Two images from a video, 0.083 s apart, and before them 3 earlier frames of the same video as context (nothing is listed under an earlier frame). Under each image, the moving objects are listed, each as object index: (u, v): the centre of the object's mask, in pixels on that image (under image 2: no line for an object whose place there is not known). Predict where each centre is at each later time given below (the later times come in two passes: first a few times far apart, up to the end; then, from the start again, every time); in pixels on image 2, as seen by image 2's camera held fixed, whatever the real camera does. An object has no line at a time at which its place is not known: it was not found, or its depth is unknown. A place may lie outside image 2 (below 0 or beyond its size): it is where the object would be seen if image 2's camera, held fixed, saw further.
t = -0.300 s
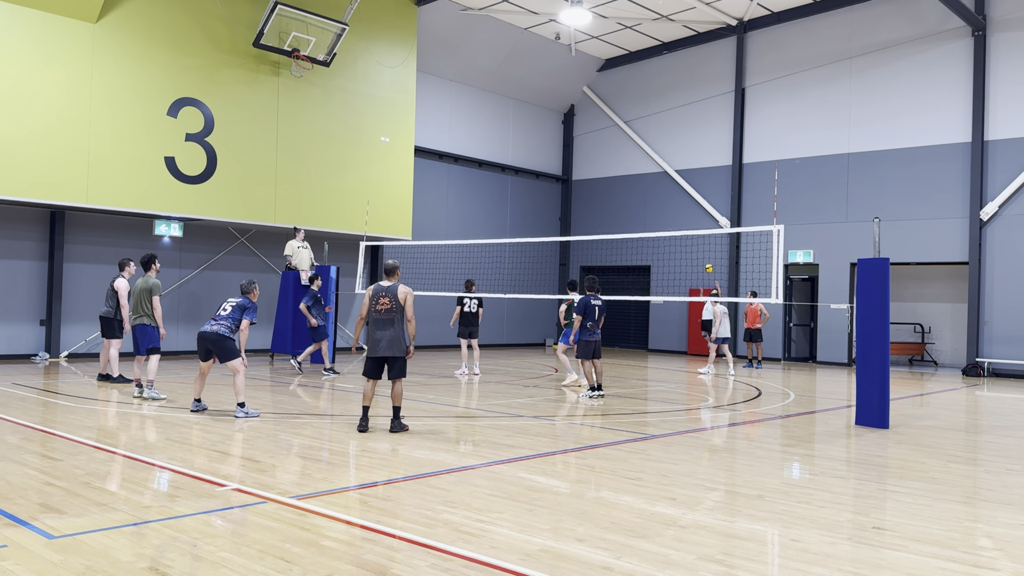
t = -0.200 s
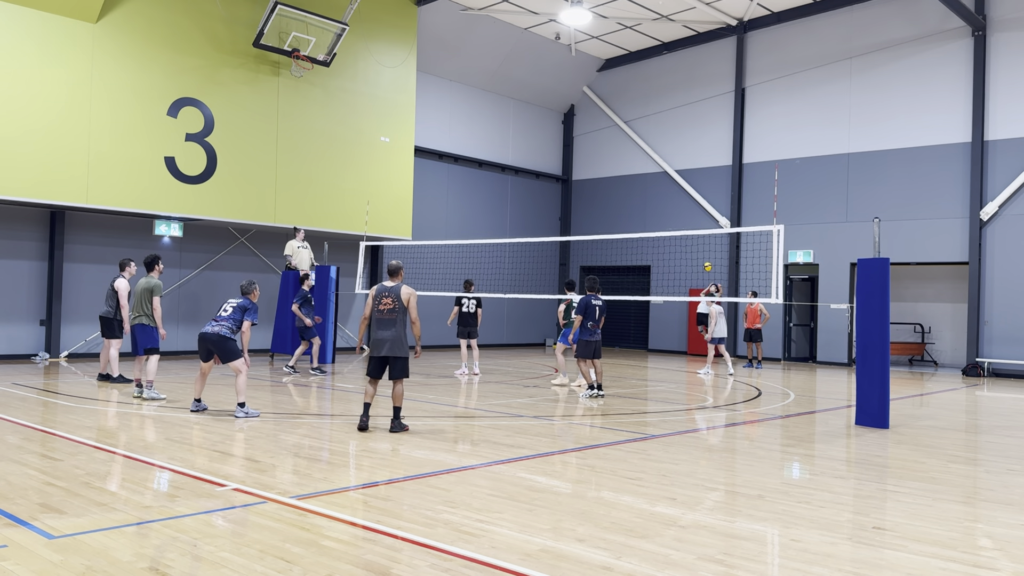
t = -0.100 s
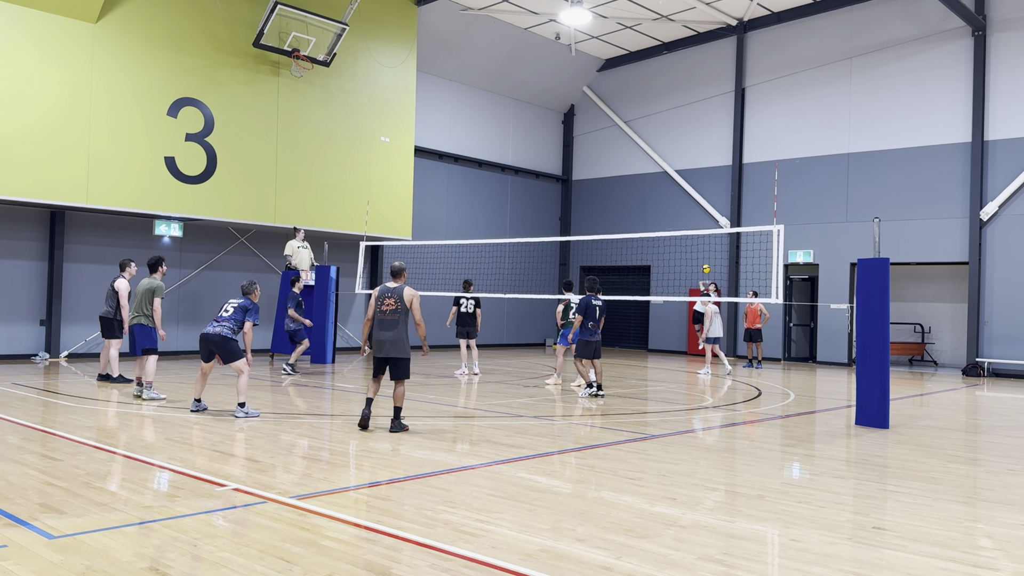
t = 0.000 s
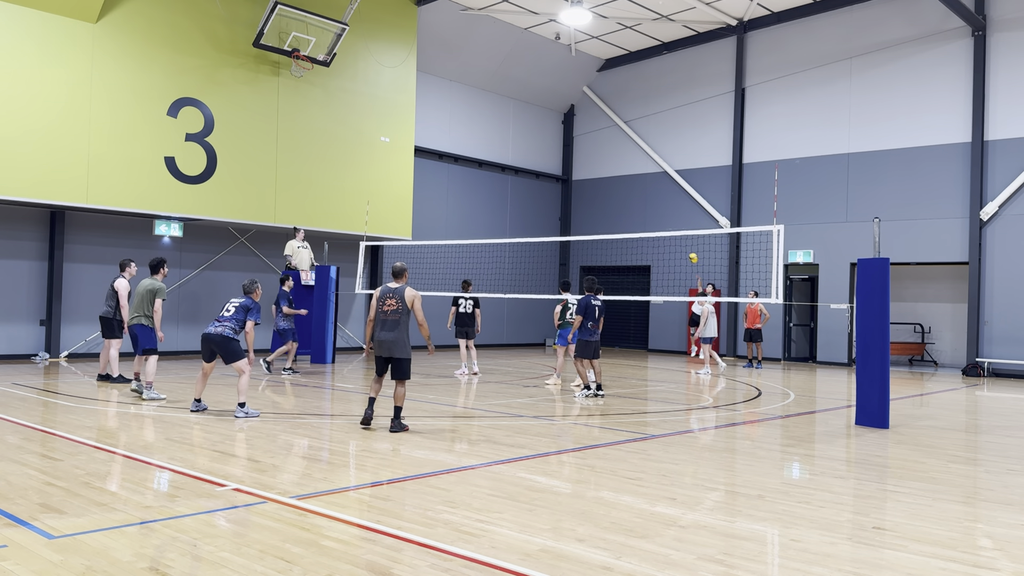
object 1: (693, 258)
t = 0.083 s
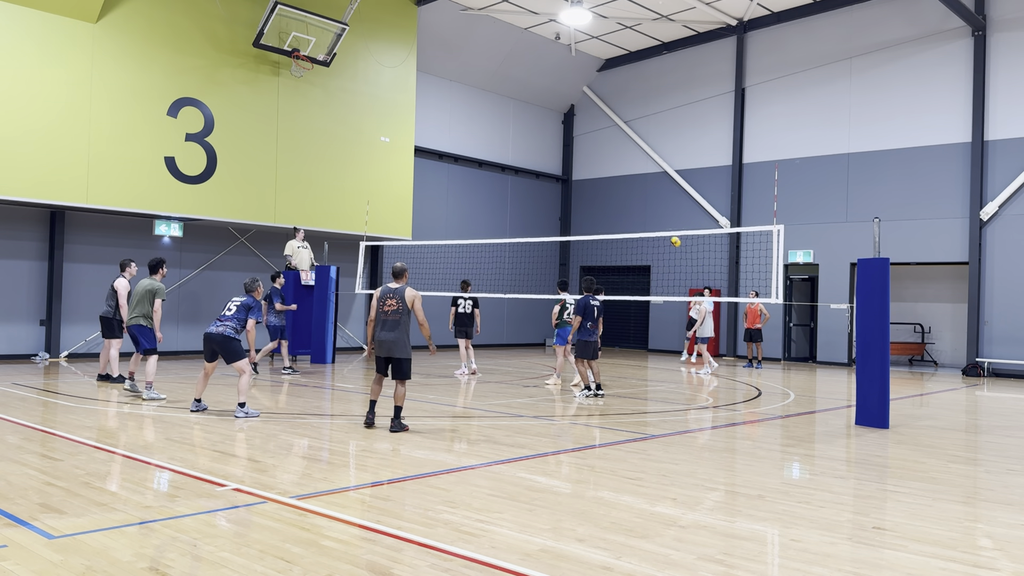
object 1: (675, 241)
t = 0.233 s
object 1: (639, 214)
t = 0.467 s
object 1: (564, 183)
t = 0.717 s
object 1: (450, 190)
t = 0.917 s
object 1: (317, 235)
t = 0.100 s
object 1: (672, 239)
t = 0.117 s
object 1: (668, 236)
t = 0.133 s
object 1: (663, 230)
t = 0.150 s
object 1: (660, 228)
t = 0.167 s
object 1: (656, 226)
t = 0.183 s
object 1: (652, 223)
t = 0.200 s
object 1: (647, 220)
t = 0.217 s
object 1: (643, 217)
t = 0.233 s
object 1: (639, 214)
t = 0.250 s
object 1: (634, 211)
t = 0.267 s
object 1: (630, 208)
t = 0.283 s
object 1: (625, 205)
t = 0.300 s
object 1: (620, 202)
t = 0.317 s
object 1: (615, 200)
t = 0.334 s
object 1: (610, 197)
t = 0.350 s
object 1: (605, 195)
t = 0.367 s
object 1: (599, 193)
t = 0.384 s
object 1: (594, 191)
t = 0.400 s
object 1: (588, 189)
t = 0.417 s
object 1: (582, 187)
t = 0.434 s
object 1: (576, 186)
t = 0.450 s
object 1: (570, 184)
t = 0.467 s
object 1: (564, 183)
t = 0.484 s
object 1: (558, 182)
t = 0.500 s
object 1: (551, 181)
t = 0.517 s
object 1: (544, 180)
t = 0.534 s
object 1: (537, 180)
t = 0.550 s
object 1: (530, 180)
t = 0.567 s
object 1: (523, 180)
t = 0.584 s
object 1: (515, 180)
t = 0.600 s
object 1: (508, 180)
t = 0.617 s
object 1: (500, 181)
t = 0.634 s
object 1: (492, 182)
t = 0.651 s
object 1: (484, 183)
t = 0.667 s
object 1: (476, 184)
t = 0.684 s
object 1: (468, 186)
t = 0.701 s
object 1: (459, 188)
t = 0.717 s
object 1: (450, 190)
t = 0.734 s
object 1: (440, 192)
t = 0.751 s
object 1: (431, 195)
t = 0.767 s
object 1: (422, 197)
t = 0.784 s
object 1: (412, 200)
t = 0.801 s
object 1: (401, 203)
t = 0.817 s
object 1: (390, 207)
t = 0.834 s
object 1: (378, 211)
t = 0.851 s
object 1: (367, 214)
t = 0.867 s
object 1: (356, 219)
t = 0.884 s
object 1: (343, 224)
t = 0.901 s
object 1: (330, 230)
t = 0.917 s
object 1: (317, 235)
